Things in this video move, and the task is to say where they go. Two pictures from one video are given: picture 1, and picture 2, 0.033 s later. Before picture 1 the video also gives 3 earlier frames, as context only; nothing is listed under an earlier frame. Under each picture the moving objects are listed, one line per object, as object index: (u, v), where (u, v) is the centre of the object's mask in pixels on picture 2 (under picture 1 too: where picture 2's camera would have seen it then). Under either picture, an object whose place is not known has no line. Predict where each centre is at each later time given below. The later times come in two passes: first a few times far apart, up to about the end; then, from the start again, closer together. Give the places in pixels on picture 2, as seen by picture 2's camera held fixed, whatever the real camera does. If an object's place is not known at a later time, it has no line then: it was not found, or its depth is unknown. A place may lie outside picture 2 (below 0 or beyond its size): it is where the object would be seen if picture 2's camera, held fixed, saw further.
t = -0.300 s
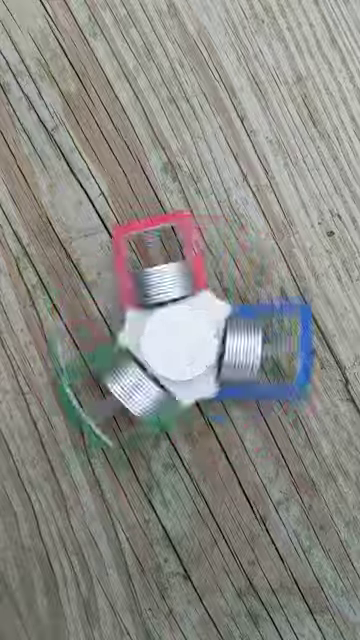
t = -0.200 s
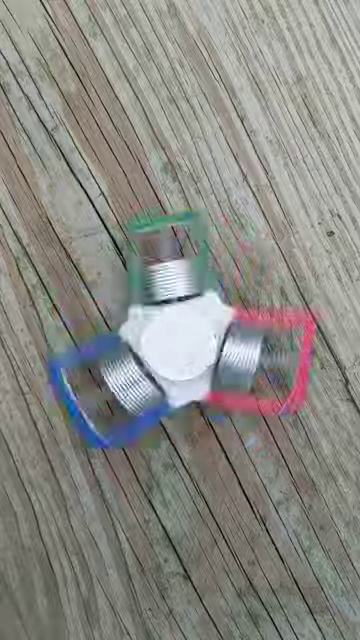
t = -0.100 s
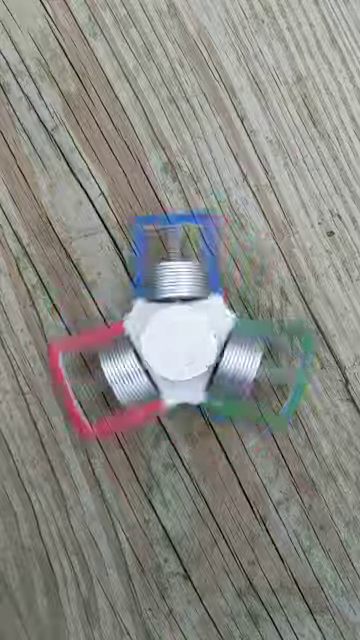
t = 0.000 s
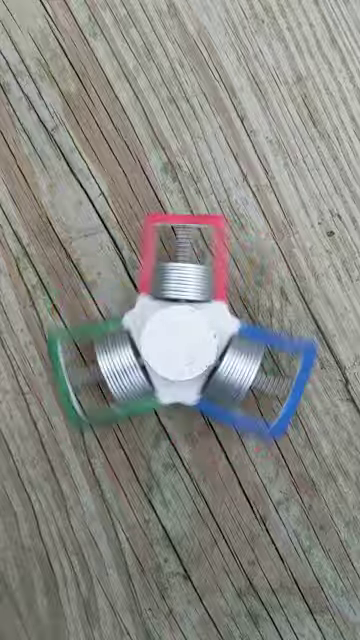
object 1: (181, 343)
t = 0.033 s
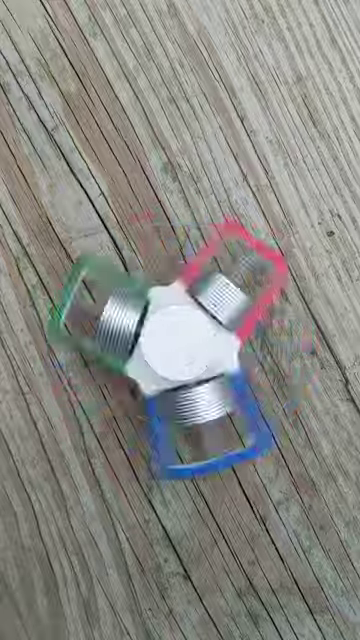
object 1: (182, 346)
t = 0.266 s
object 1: (187, 335)
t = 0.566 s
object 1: (181, 343)
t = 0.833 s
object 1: (179, 344)
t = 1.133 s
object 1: (185, 337)
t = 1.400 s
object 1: (179, 344)
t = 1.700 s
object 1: (188, 328)
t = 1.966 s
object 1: (181, 345)
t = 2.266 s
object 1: (180, 344)
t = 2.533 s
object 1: (181, 343)
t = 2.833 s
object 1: (176, 336)
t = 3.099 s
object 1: (171, 338)
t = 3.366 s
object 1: (168, 347)
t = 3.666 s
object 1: (178, 344)
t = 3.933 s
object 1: (180, 346)
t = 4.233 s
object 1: (180, 346)
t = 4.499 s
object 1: (182, 345)
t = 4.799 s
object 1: (182, 345)
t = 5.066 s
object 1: (180, 344)
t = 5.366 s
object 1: (180, 345)
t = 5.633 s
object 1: (182, 346)
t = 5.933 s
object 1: (182, 345)
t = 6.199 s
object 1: (182, 342)
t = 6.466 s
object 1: (180, 340)
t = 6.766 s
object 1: (179, 334)
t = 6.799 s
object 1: (180, 343)
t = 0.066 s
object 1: (184, 351)
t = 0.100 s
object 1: (181, 343)
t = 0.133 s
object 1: (180, 347)
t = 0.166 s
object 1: (178, 344)
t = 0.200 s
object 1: (173, 335)
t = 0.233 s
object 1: (179, 334)
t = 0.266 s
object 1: (187, 335)
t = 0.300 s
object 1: (182, 343)
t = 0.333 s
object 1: (187, 350)
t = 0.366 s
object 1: (180, 344)
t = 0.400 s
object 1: (182, 346)
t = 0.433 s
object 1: (167, 354)
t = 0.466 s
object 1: (180, 343)
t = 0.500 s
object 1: (182, 343)
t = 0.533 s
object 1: (179, 344)
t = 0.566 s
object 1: (181, 343)
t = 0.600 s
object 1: (191, 347)
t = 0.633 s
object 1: (180, 345)
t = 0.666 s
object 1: (182, 346)
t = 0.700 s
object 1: (178, 353)
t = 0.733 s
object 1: (178, 345)
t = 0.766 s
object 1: (176, 340)
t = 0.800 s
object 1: (178, 336)
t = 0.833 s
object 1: (179, 344)
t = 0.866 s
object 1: (181, 343)
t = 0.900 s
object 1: (195, 353)
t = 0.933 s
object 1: (181, 351)
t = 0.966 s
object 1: (180, 357)
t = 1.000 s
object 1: (169, 355)
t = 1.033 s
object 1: (162, 345)
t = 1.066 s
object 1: (176, 337)
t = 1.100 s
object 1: (180, 344)
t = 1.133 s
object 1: (185, 337)
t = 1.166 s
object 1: (192, 344)
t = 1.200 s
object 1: (191, 354)
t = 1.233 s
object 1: (182, 351)
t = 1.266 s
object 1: (183, 345)
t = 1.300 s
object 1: (171, 350)
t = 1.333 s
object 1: (178, 345)
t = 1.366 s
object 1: (182, 344)
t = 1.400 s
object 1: (179, 344)
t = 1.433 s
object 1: (181, 343)
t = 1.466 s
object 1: (183, 345)
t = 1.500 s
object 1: (185, 352)
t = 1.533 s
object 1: (181, 352)
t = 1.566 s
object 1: (178, 353)
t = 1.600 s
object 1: (178, 346)
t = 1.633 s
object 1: (179, 343)
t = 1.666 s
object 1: (181, 346)
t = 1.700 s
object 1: (188, 328)
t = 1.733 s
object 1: (182, 343)
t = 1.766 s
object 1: (188, 348)
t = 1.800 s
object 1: (180, 345)
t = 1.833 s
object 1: (182, 345)
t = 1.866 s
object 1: (181, 346)
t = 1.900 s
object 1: (170, 347)
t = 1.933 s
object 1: (180, 343)
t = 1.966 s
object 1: (181, 345)
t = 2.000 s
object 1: (179, 343)
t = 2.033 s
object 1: (184, 342)
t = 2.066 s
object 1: (193, 353)
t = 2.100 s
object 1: (180, 344)
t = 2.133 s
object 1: (182, 345)
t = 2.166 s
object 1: (179, 345)
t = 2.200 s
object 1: (178, 344)
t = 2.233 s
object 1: (181, 343)
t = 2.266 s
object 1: (180, 344)
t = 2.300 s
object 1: (180, 343)
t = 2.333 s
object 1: (184, 344)
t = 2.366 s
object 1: (187, 349)
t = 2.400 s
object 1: (180, 344)
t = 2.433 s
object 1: (182, 346)
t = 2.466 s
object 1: (173, 350)
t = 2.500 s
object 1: (179, 344)
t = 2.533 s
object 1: (181, 343)
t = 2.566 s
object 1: (179, 344)
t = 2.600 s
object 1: (180, 342)
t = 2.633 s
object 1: (183, 344)
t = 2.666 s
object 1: (190, 356)
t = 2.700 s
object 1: (181, 345)
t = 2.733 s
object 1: (182, 346)
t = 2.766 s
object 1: (178, 346)
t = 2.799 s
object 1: (180, 343)
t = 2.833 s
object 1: (176, 336)
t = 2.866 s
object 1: (184, 350)
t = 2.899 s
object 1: (189, 340)
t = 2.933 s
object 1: (198, 351)
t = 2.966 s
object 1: (180, 346)
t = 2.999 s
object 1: (182, 345)
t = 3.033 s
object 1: (181, 346)
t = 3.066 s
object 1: (177, 345)
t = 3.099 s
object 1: (171, 338)
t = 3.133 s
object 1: (180, 345)
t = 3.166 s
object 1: (183, 336)
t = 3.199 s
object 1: (181, 342)
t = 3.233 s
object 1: (180, 346)
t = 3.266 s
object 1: (185, 356)
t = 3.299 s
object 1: (181, 352)
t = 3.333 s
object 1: (174, 353)
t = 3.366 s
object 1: (168, 347)
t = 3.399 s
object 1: (180, 344)
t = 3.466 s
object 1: (184, 334)
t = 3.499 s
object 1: (182, 343)
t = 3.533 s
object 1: (194, 353)
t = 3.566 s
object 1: (183, 351)
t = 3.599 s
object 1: (182, 343)
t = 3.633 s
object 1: (174, 351)
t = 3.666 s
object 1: (178, 344)
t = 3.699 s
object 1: (181, 343)
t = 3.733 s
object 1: (179, 335)
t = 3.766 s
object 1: (180, 342)
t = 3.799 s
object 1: (184, 342)
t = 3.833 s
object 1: (182, 346)
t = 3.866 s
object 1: (180, 344)
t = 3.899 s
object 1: (182, 345)
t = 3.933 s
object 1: (180, 346)
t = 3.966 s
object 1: (162, 345)
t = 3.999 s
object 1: (173, 336)
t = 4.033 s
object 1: (180, 344)
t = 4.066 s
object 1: (181, 343)
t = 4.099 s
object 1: (184, 343)
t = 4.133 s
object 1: (181, 346)
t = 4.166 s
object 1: (180, 344)
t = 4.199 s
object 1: (182, 345)
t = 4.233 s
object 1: (180, 346)
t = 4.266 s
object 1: (162, 344)
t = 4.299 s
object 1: (180, 343)
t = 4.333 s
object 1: (179, 339)
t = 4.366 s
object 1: (187, 335)
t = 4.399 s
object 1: (183, 344)
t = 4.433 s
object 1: (181, 346)
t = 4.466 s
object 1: (182, 351)
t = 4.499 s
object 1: (182, 345)
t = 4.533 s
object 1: (180, 346)
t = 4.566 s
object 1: (178, 344)
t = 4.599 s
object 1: (180, 343)
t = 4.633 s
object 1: (180, 344)
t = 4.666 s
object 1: (182, 339)
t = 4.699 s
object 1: (183, 343)
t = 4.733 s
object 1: (182, 345)
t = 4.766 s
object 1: (180, 344)
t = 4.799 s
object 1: (182, 345)
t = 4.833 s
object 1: (173, 351)
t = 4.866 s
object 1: (178, 344)
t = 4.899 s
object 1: (180, 343)
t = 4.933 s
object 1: (180, 345)
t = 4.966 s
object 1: (180, 343)
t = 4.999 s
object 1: (183, 343)
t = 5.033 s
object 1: (181, 346)
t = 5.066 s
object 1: (180, 344)
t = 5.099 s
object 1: (182, 344)
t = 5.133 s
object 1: (173, 351)
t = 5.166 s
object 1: (179, 344)
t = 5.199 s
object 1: (182, 343)
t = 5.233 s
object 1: (180, 345)
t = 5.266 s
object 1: (180, 342)
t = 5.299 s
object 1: (183, 343)
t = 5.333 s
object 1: (181, 346)
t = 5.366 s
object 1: (180, 345)
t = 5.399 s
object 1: (182, 345)
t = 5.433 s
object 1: (180, 347)
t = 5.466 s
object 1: (178, 345)
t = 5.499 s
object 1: (174, 339)
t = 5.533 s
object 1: (180, 345)
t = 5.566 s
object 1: (180, 343)
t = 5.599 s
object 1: (187, 343)
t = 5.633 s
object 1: (182, 346)
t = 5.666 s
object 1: (180, 345)
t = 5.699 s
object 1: (181, 345)
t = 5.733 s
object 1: (175, 352)
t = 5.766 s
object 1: (178, 344)
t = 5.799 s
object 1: (180, 343)
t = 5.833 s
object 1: (180, 344)
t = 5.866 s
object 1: (183, 336)
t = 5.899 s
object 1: (182, 342)
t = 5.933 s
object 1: (182, 345)
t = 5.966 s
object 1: (179, 346)
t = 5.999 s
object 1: (181, 344)
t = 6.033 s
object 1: (177, 353)
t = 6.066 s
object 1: (179, 346)
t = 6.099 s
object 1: (171, 340)
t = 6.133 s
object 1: (180, 344)
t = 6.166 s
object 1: (180, 344)
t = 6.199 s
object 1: (182, 342)
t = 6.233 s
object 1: (183, 344)
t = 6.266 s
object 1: (180, 345)
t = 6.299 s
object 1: (181, 344)
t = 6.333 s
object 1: (181, 345)
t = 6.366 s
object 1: (178, 347)
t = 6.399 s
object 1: (179, 344)
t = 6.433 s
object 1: (181, 344)
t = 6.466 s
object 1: (180, 340)
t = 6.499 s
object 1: (181, 343)
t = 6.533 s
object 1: (182, 344)
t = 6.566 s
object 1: (191, 354)
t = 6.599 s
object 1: (180, 344)
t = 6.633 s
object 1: (182, 345)
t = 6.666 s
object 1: (172, 353)
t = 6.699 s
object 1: (178, 344)
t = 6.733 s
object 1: (181, 343)
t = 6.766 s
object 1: (179, 334)
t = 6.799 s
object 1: (180, 343)
